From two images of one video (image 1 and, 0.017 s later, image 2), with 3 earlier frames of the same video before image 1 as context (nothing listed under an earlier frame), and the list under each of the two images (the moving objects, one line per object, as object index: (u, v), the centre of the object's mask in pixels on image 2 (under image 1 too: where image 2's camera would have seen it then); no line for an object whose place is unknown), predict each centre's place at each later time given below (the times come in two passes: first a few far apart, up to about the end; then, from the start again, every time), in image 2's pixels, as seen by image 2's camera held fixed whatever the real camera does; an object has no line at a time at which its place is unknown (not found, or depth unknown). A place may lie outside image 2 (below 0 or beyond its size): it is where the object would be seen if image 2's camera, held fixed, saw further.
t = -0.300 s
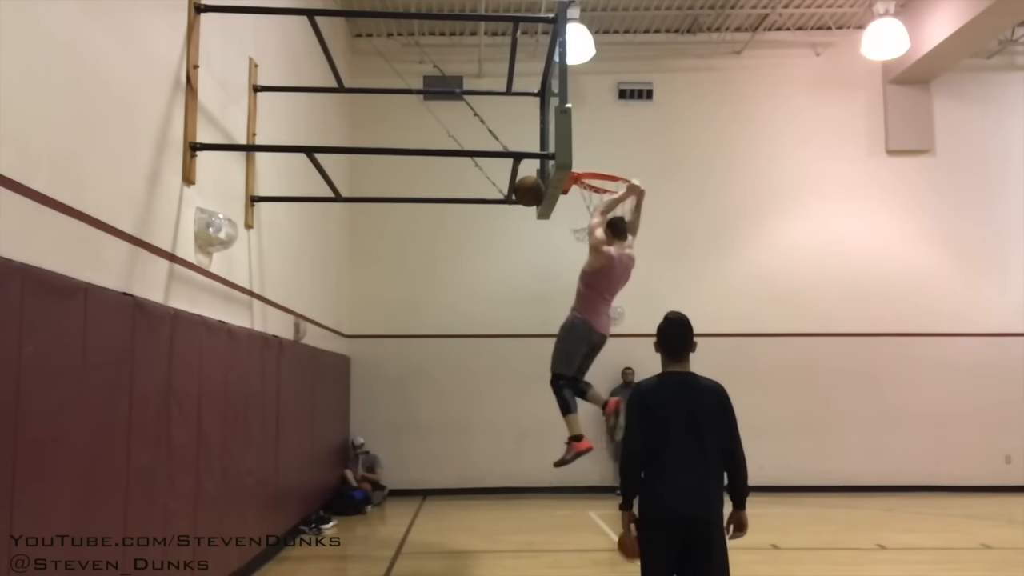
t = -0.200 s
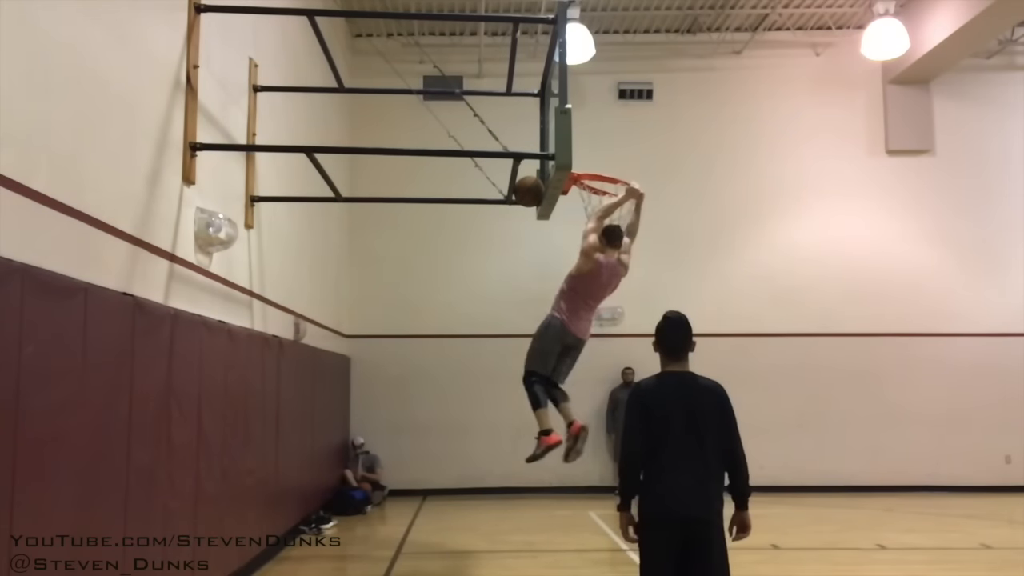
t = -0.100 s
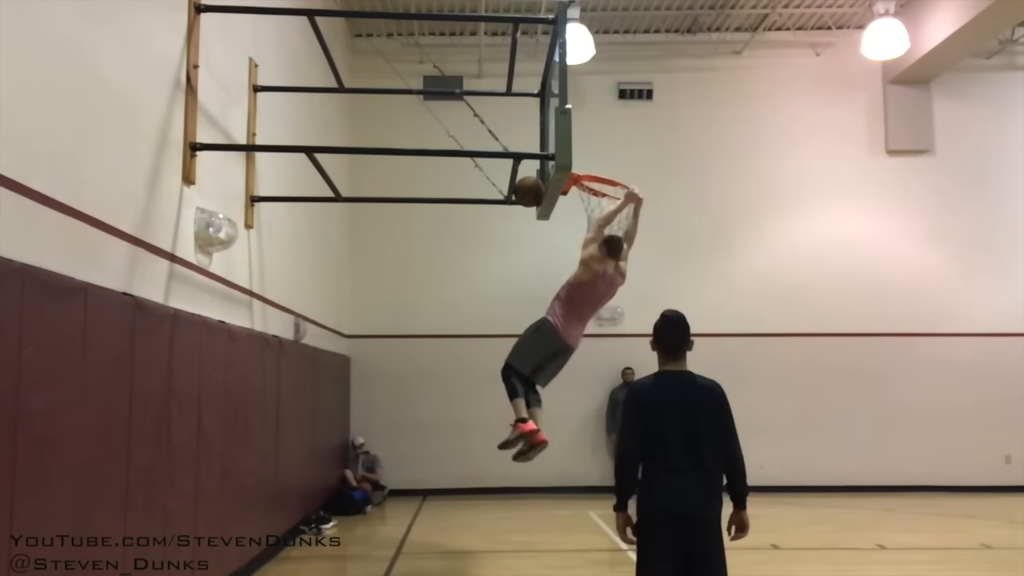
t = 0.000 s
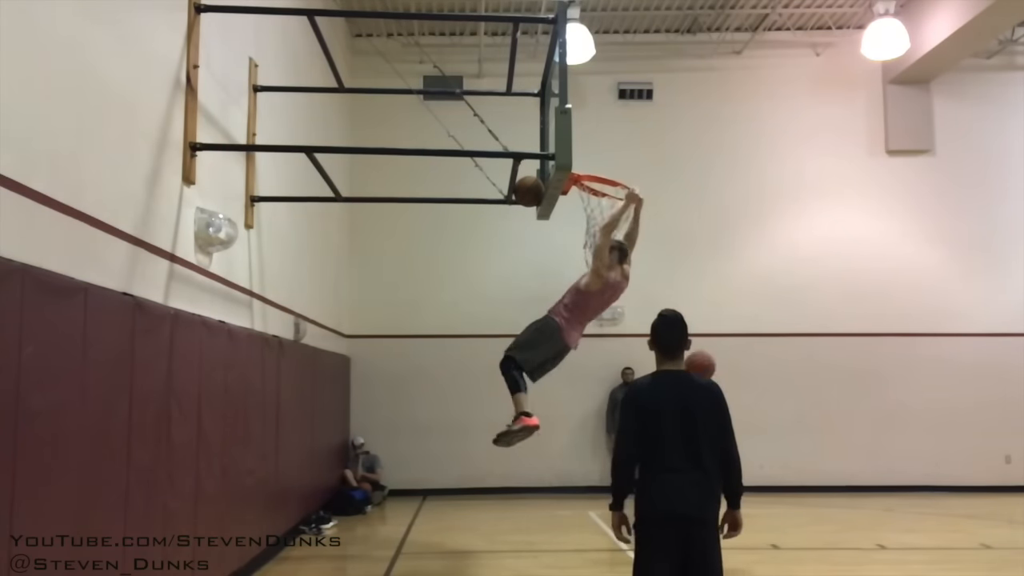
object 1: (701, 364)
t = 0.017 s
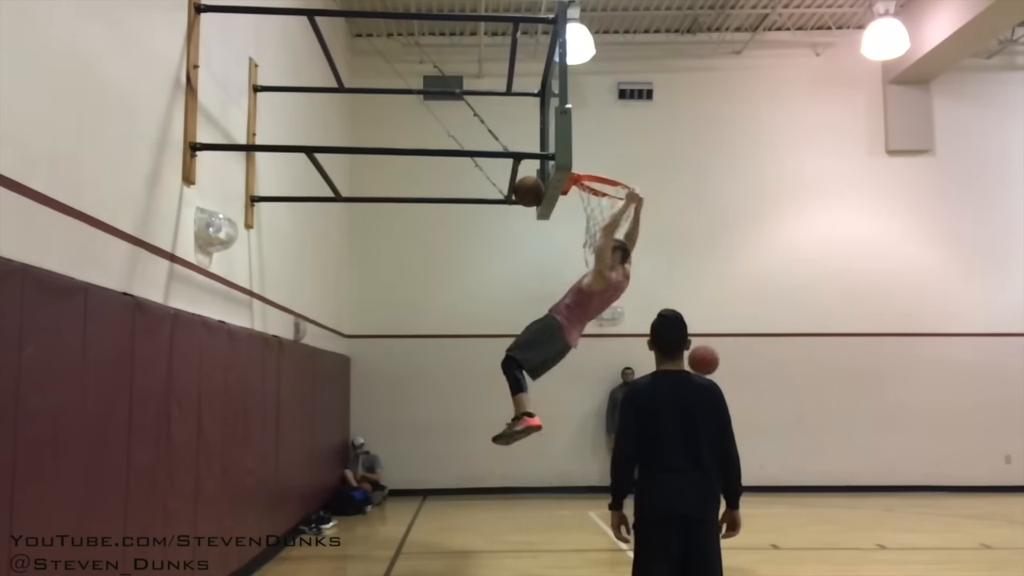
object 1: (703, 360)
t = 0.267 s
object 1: (755, 315)
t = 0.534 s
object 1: (809, 349)
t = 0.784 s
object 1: (859, 453)
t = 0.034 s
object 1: (707, 355)
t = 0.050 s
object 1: (710, 349)
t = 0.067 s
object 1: (714, 345)
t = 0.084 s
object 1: (717, 340)
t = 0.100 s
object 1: (720, 336)
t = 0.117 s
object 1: (724, 332)
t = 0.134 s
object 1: (727, 329)
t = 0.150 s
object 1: (731, 326)
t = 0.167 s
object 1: (734, 323)
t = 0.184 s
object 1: (738, 321)
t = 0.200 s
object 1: (741, 319)
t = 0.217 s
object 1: (745, 318)
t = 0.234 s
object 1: (748, 316)
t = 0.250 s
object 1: (751, 316)
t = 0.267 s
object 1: (755, 315)
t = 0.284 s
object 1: (758, 315)
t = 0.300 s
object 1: (762, 315)
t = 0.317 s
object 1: (765, 315)
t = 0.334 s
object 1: (768, 316)
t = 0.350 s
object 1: (772, 317)
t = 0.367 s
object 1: (775, 318)
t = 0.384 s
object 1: (779, 320)
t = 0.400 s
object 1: (782, 321)
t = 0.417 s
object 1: (785, 324)
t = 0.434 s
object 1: (789, 326)
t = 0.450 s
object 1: (792, 329)
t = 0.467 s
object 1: (795, 333)
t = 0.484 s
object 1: (799, 336)
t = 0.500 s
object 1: (802, 340)
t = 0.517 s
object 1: (806, 344)
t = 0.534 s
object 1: (809, 349)
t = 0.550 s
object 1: (812, 354)
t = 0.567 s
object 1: (815, 359)
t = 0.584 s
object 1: (819, 364)
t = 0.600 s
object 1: (822, 370)
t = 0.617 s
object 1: (826, 376)
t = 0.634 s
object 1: (829, 382)
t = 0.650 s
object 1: (832, 389)
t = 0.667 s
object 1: (836, 396)
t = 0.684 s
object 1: (839, 403)
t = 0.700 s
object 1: (842, 411)
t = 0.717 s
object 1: (846, 419)
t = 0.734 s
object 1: (849, 427)
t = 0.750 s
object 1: (853, 436)
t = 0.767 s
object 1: (856, 444)
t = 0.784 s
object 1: (859, 453)
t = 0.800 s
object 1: (863, 463)
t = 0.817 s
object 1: (866, 473)
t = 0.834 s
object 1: (870, 483)
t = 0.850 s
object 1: (873, 493)
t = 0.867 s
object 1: (877, 503)
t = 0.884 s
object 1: (880, 514)
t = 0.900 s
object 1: (884, 526)
